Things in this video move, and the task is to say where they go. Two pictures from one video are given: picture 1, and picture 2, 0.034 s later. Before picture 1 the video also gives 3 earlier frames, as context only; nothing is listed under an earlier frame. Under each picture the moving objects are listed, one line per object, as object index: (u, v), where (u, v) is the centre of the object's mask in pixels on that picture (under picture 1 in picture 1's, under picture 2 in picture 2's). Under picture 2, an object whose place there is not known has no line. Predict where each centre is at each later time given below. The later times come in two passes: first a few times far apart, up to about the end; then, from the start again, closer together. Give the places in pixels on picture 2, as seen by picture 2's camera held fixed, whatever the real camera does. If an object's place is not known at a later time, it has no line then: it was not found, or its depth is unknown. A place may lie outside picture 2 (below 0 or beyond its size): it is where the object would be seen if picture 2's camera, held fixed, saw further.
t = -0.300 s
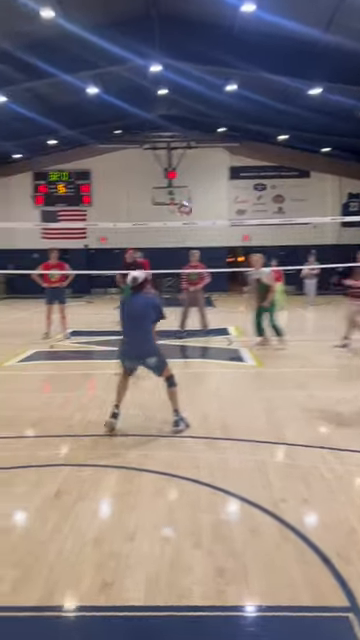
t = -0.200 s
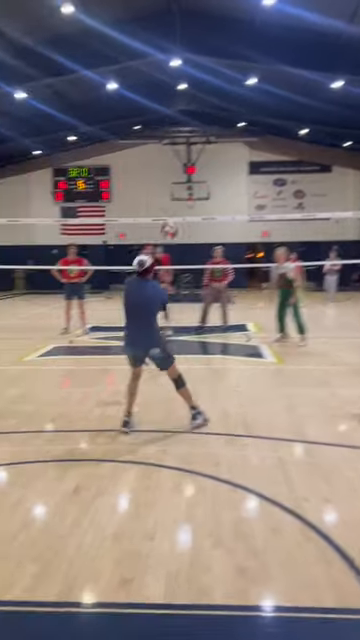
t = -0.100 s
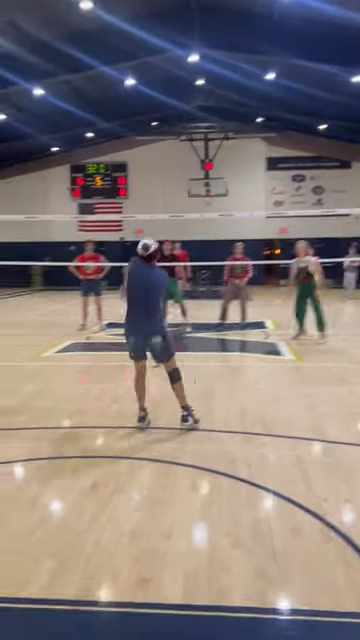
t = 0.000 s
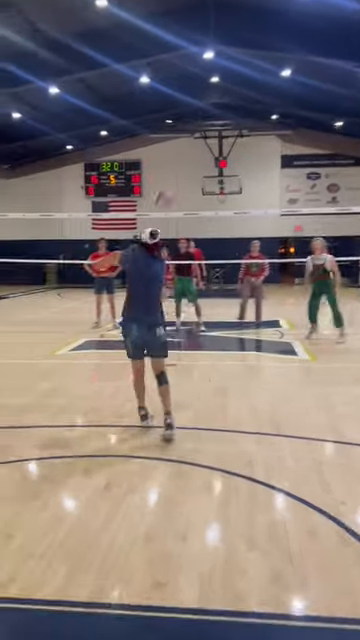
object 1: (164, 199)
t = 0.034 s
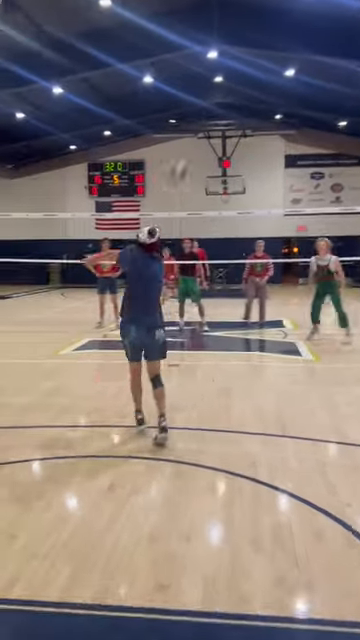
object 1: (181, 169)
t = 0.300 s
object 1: (231, 42)
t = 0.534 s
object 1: (267, 1)
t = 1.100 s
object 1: (335, 85)
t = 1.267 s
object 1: (350, 147)
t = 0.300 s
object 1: (231, 42)
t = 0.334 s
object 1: (237, 33)
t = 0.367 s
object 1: (243, 24)
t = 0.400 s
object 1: (248, 17)
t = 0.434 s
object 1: (253, 11)
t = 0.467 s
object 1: (258, 7)
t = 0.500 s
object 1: (263, 3)
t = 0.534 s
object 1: (267, 1)
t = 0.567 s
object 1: (272, -1)
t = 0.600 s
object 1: (277, -2)
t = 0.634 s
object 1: (281, -1)
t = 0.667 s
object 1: (286, 1)
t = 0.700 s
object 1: (290, 3)
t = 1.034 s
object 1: (329, 64)
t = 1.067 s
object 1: (332, 74)
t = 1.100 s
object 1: (335, 85)
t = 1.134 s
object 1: (338, 97)
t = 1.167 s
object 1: (342, 108)
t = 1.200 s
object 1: (344, 120)
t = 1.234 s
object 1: (347, 133)
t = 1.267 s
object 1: (350, 147)
